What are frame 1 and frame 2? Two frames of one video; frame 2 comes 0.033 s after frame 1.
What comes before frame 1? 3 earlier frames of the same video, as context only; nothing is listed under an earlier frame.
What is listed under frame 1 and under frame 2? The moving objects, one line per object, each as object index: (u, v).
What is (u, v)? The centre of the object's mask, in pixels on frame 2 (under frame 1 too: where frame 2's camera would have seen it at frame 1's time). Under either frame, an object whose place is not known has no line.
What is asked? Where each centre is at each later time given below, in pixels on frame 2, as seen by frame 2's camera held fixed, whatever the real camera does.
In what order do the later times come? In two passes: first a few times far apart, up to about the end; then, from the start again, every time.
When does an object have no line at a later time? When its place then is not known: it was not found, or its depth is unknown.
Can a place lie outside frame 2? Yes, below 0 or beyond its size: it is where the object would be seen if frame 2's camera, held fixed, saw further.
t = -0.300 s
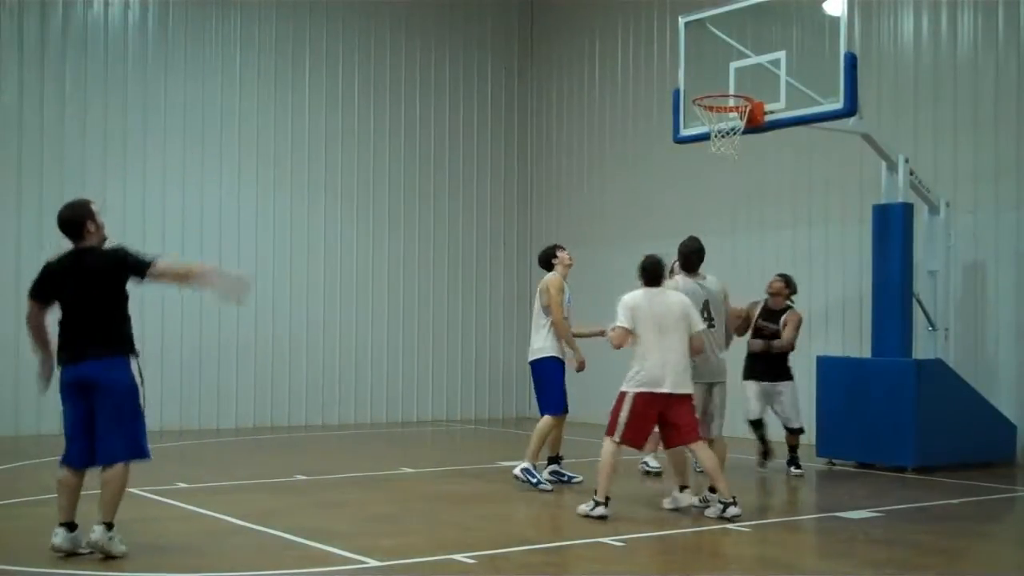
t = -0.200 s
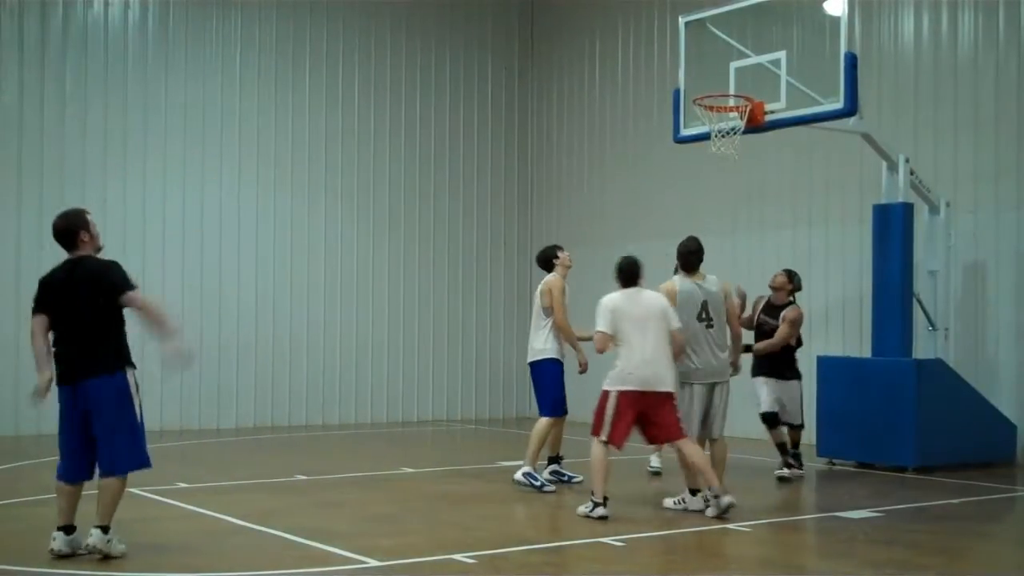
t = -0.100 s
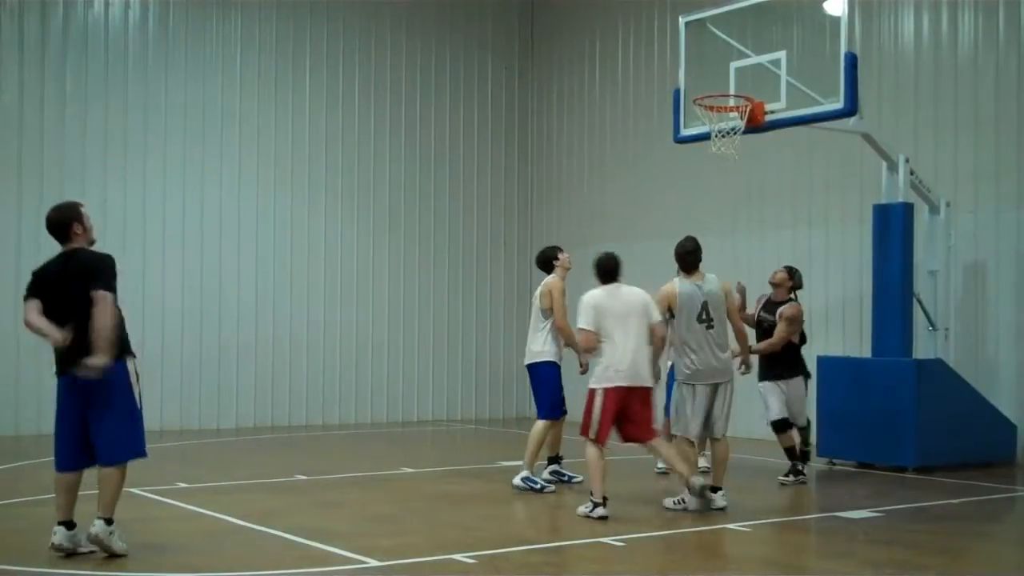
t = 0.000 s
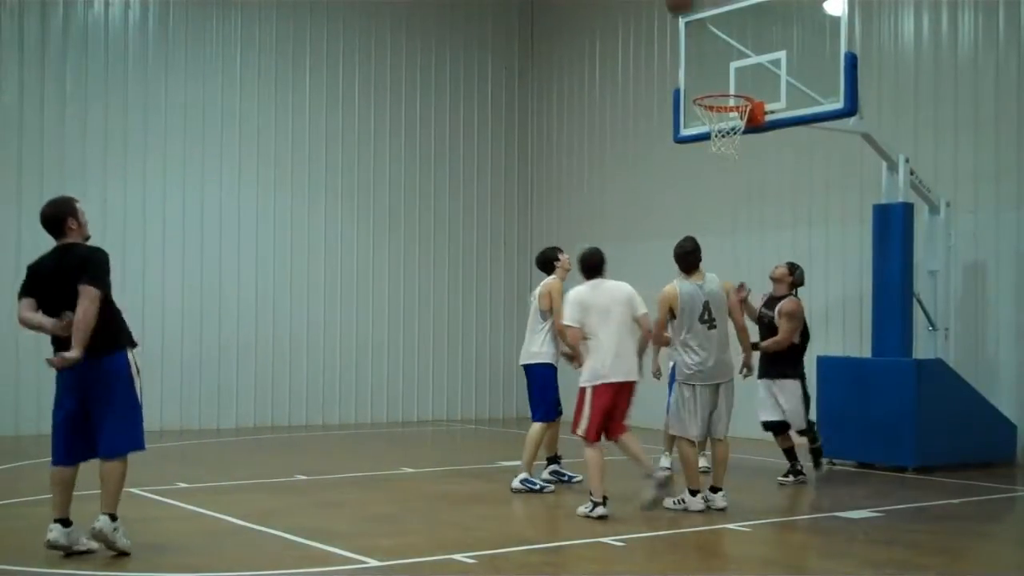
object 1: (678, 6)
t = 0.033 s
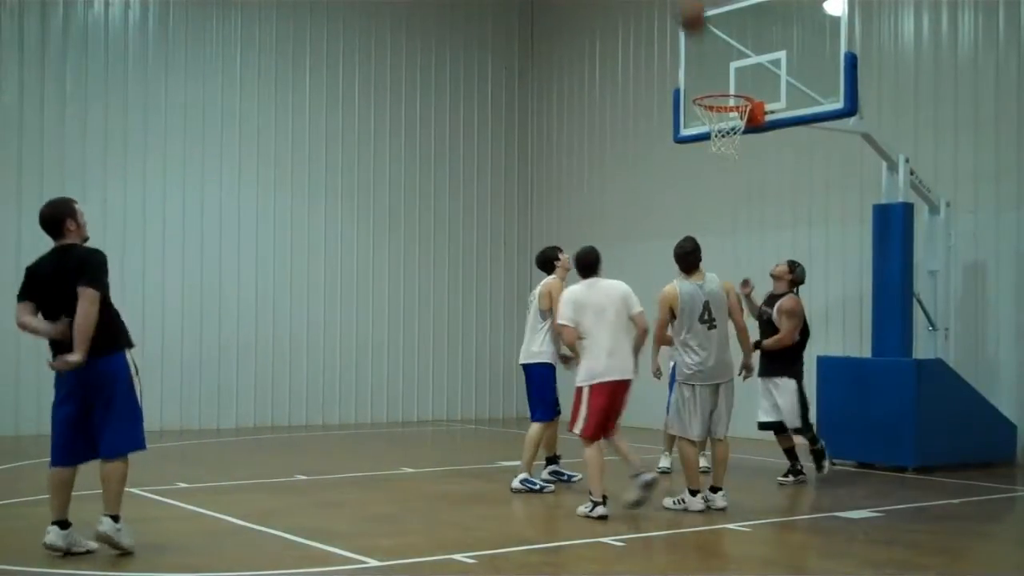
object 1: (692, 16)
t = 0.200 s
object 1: (735, 72)
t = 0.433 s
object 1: (731, 48)
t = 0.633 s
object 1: (692, 64)
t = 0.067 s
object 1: (701, 36)
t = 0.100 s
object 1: (714, 56)
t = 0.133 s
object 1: (723, 78)
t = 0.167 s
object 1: (731, 78)
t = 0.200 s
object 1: (735, 72)
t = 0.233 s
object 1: (739, 67)
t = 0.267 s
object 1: (743, 64)
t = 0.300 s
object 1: (747, 62)
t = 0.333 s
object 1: (749, 60)
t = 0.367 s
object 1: (744, 54)
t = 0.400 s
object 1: (738, 51)
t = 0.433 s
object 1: (731, 48)
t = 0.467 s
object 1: (724, 48)
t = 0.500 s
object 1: (718, 49)
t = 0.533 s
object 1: (712, 51)
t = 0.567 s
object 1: (706, 54)
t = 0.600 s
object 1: (699, 59)
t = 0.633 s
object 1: (692, 64)
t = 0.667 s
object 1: (685, 71)
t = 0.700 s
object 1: (677, 79)
